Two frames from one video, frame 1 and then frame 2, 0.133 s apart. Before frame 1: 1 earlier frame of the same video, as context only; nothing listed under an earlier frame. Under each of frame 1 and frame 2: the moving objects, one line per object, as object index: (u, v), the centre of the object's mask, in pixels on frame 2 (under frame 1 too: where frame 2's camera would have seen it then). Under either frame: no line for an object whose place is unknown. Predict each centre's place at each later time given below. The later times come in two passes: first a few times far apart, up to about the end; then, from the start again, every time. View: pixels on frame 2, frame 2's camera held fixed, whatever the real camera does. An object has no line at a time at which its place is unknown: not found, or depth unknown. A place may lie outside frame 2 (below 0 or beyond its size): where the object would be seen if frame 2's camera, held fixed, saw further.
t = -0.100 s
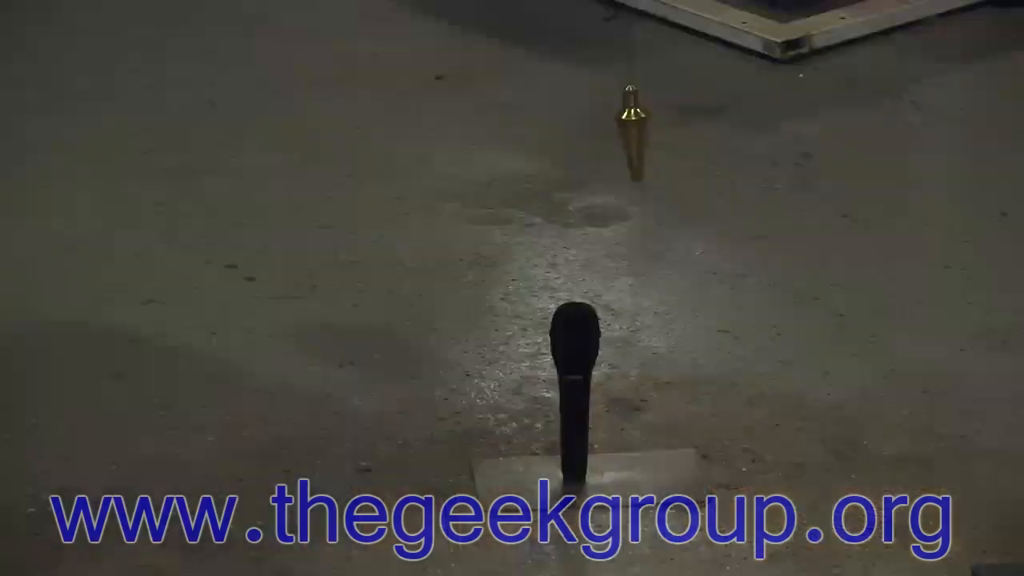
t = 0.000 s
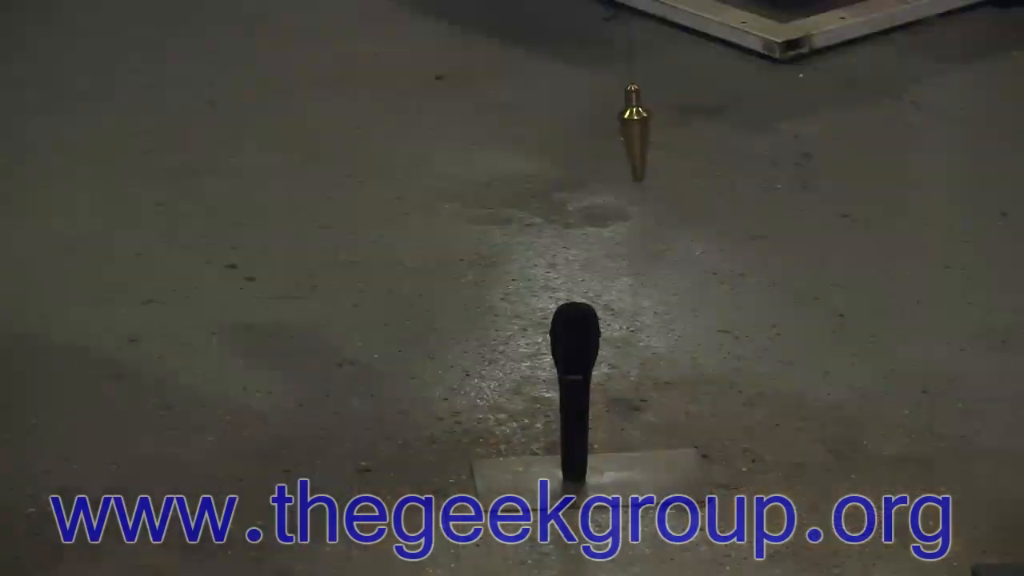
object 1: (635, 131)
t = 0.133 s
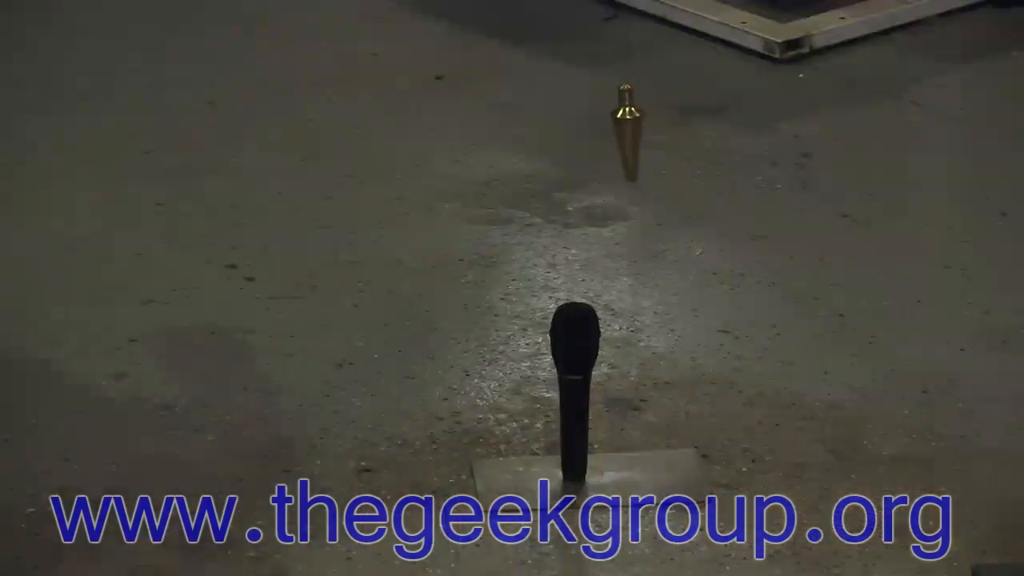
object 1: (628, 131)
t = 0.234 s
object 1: (616, 130)
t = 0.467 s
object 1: (580, 125)
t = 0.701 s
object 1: (555, 110)
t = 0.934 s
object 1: (558, 103)
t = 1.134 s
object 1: (575, 101)
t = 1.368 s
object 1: (593, 106)
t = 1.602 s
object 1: (597, 117)
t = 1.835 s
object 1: (595, 122)
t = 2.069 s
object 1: (605, 125)
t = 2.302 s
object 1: (635, 126)
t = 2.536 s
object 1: (668, 124)
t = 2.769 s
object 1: (680, 124)
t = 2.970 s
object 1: (667, 127)
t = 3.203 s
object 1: (639, 126)
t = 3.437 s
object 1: (619, 122)
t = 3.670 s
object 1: (623, 120)
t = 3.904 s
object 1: (645, 120)
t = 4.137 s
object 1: (670, 126)
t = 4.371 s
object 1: (684, 138)
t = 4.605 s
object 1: (684, 148)
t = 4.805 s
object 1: (680, 150)
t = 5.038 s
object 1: (678, 147)
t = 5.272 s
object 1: (682, 139)
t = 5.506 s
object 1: (680, 127)
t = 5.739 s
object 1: (656, 114)
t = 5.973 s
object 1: (611, 106)
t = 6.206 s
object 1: (567, 98)
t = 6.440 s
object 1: (546, 93)
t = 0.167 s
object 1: (625, 131)
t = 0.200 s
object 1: (621, 131)
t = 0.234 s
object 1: (616, 130)
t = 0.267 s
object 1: (612, 130)
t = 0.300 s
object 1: (607, 130)
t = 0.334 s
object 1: (602, 130)
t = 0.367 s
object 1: (597, 129)
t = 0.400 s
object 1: (591, 128)
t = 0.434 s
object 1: (585, 126)
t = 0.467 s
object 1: (580, 125)
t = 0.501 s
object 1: (575, 123)
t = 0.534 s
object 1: (571, 121)
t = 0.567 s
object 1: (566, 119)
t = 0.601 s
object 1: (562, 116)
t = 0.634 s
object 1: (559, 115)
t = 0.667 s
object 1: (557, 112)
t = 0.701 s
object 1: (555, 110)
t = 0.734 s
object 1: (553, 109)
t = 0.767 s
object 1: (553, 107)
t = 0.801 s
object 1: (553, 106)
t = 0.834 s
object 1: (554, 105)
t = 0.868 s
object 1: (555, 104)
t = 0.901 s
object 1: (557, 103)
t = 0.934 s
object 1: (558, 103)
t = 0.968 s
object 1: (561, 102)
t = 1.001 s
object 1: (564, 102)
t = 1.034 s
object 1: (567, 102)
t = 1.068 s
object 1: (569, 102)
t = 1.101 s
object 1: (572, 101)
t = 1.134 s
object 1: (575, 101)
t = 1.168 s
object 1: (579, 101)
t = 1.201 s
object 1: (582, 101)
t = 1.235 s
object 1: (585, 102)
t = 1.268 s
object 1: (588, 102)
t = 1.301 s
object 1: (590, 104)
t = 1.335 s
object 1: (592, 104)
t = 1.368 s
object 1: (593, 106)
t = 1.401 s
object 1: (595, 107)
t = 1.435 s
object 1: (596, 109)
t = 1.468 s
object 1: (597, 111)
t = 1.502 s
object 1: (597, 112)
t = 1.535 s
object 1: (597, 114)
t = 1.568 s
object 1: (597, 116)
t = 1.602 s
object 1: (597, 117)
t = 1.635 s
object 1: (597, 119)
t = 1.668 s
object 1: (596, 120)
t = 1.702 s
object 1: (596, 120)
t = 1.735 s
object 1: (595, 121)
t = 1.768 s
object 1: (595, 122)
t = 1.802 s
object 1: (595, 122)
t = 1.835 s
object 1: (595, 122)
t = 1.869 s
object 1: (595, 123)
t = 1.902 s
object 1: (596, 123)
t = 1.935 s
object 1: (597, 123)
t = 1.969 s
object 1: (598, 124)
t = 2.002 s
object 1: (600, 124)
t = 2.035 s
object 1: (602, 125)
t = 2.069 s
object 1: (605, 125)
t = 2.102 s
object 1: (609, 125)
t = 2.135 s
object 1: (613, 125)
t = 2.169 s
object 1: (616, 126)
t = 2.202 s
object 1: (621, 126)
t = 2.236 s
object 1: (625, 126)
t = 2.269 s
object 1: (630, 126)
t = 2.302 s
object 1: (635, 126)
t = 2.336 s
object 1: (640, 126)
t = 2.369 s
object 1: (646, 126)
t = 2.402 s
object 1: (651, 125)
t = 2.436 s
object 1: (655, 126)
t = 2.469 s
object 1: (660, 126)
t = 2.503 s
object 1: (664, 125)
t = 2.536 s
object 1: (668, 124)
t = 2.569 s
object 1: (671, 124)
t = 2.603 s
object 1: (674, 124)
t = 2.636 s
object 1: (676, 123)
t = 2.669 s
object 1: (678, 123)
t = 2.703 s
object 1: (680, 123)
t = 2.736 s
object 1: (680, 123)
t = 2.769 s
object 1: (680, 124)
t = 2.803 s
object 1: (680, 124)
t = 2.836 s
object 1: (678, 125)
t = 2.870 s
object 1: (676, 125)
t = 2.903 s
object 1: (673, 126)
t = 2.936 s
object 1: (670, 127)
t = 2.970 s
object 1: (667, 127)
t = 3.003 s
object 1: (663, 128)
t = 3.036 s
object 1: (660, 128)
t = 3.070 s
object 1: (656, 129)
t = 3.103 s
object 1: (651, 129)
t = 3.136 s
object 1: (648, 128)
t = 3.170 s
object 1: (643, 127)
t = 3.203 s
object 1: (639, 126)
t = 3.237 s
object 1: (635, 126)
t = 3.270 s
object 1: (631, 125)
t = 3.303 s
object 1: (628, 124)
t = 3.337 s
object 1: (625, 124)
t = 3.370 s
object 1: (622, 123)
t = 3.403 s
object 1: (620, 122)
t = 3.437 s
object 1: (619, 122)
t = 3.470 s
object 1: (618, 121)
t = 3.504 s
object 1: (617, 121)
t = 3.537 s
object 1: (617, 121)
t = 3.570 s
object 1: (618, 121)
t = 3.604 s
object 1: (619, 120)
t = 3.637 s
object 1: (621, 121)
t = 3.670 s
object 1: (623, 120)
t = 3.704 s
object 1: (625, 120)
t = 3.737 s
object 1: (628, 120)
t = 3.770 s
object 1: (631, 120)
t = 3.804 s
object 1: (634, 120)
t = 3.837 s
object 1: (638, 120)
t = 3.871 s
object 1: (641, 120)
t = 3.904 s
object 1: (645, 120)
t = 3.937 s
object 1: (649, 120)
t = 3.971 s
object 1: (653, 121)
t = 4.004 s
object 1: (657, 121)
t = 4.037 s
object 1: (660, 122)
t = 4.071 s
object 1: (664, 123)
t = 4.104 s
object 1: (667, 124)
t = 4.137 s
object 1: (670, 126)
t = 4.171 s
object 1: (673, 128)
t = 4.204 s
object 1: (676, 130)
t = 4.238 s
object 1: (678, 131)
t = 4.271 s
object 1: (680, 133)
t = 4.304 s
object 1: (682, 135)
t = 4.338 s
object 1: (683, 136)
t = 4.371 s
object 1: (684, 138)
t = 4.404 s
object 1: (684, 140)
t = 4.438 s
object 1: (685, 141)
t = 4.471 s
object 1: (685, 143)
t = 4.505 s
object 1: (685, 145)
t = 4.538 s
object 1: (684, 146)
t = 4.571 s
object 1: (684, 147)
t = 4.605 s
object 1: (684, 148)
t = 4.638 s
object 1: (683, 149)
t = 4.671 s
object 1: (683, 150)
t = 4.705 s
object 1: (682, 150)
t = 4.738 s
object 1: (681, 150)
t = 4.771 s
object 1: (681, 150)
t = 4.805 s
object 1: (680, 150)
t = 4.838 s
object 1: (679, 149)
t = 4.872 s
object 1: (679, 149)
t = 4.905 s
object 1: (678, 149)
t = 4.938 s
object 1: (678, 149)
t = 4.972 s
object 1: (678, 148)
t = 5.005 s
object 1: (678, 147)
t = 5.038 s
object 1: (678, 147)
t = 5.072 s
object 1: (679, 146)
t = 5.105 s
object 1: (679, 145)
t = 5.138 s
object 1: (680, 144)
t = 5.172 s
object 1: (681, 143)
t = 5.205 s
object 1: (681, 141)
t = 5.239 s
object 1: (682, 140)
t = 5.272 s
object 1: (682, 139)
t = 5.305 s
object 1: (683, 138)
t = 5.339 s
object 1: (683, 136)
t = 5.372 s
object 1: (683, 134)
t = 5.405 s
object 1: (683, 131)
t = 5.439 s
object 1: (682, 130)
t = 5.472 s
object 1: (680, 129)
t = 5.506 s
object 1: (680, 127)
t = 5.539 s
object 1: (678, 124)
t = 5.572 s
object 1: (676, 122)
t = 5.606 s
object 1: (673, 120)
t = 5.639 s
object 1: (670, 120)
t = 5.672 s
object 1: (666, 117)
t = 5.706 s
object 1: (661, 116)
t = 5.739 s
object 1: (656, 114)
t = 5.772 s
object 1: (651, 112)
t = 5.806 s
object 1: (645, 112)
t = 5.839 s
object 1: (638, 111)
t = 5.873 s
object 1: (632, 110)
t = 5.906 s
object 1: (625, 109)
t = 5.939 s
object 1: (618, 108)
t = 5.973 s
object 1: (611, 106)
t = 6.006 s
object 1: (604, 106)
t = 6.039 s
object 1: (597, 104)
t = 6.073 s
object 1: (591, 103)
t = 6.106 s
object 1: (584, 102)
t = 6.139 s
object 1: (578, 101)
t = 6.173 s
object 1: (572, 99)
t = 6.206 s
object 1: (567, 98)
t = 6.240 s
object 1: (562, 97)
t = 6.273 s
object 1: (558, 96)
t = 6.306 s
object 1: (554, 95)
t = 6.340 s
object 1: (551, 93)
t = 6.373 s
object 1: (549, 93)
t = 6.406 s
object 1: (547, 93)
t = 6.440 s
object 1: (546, 93)
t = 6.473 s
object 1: (546, 92)
